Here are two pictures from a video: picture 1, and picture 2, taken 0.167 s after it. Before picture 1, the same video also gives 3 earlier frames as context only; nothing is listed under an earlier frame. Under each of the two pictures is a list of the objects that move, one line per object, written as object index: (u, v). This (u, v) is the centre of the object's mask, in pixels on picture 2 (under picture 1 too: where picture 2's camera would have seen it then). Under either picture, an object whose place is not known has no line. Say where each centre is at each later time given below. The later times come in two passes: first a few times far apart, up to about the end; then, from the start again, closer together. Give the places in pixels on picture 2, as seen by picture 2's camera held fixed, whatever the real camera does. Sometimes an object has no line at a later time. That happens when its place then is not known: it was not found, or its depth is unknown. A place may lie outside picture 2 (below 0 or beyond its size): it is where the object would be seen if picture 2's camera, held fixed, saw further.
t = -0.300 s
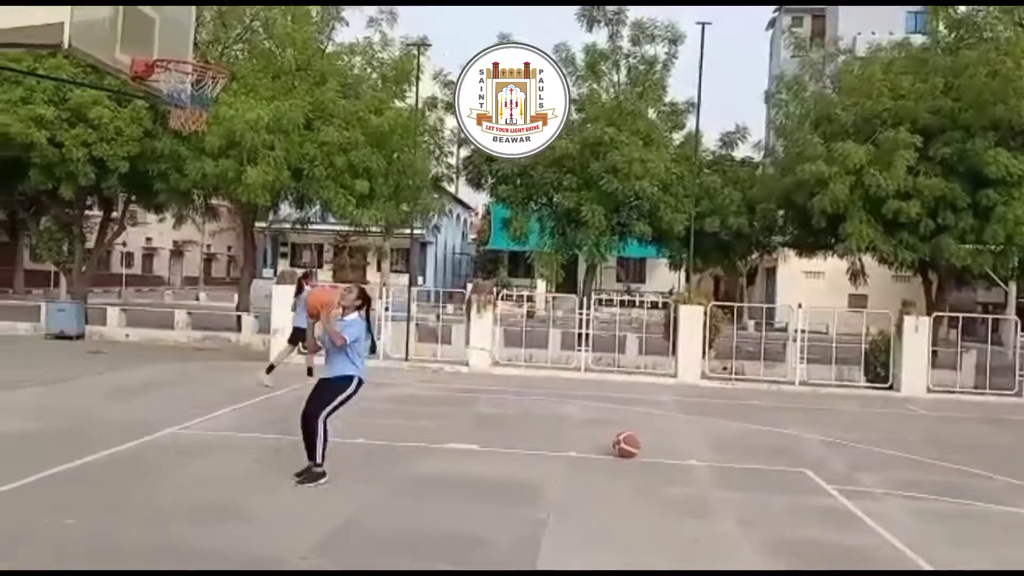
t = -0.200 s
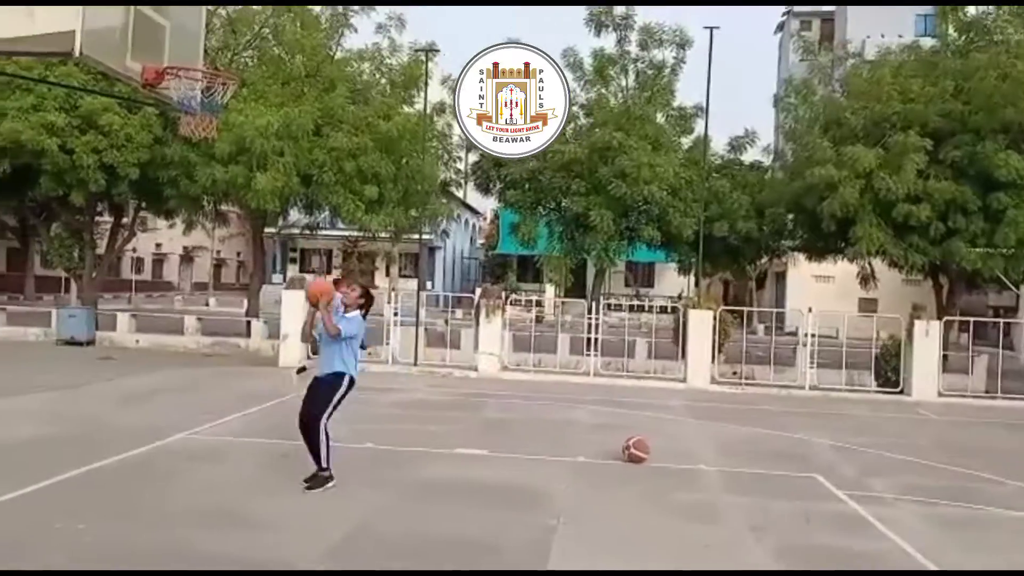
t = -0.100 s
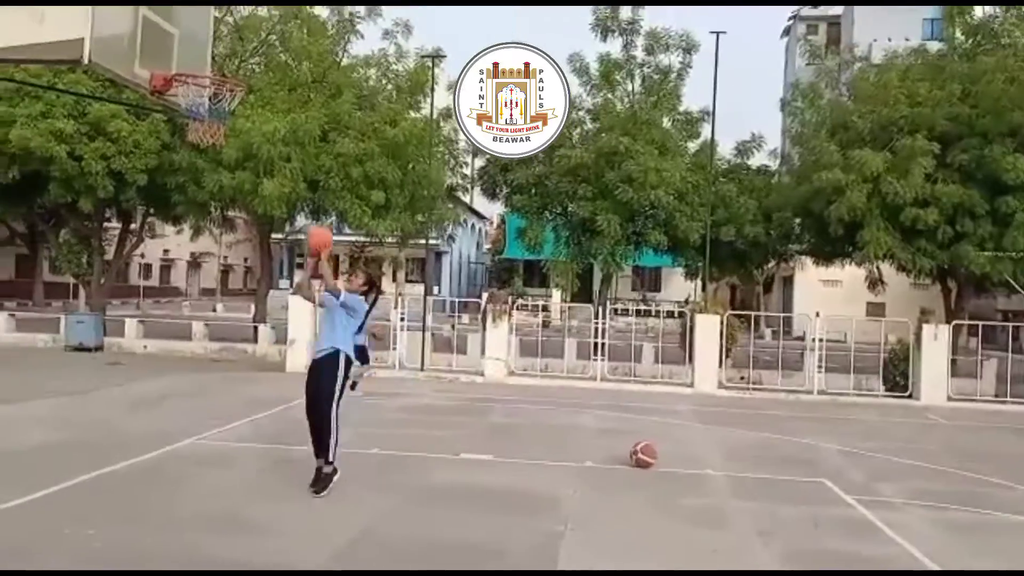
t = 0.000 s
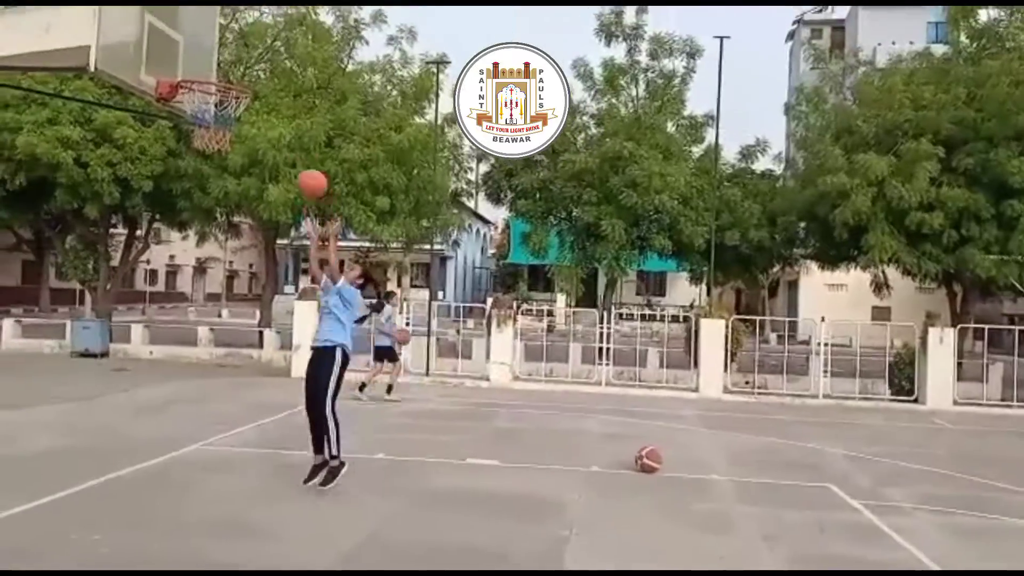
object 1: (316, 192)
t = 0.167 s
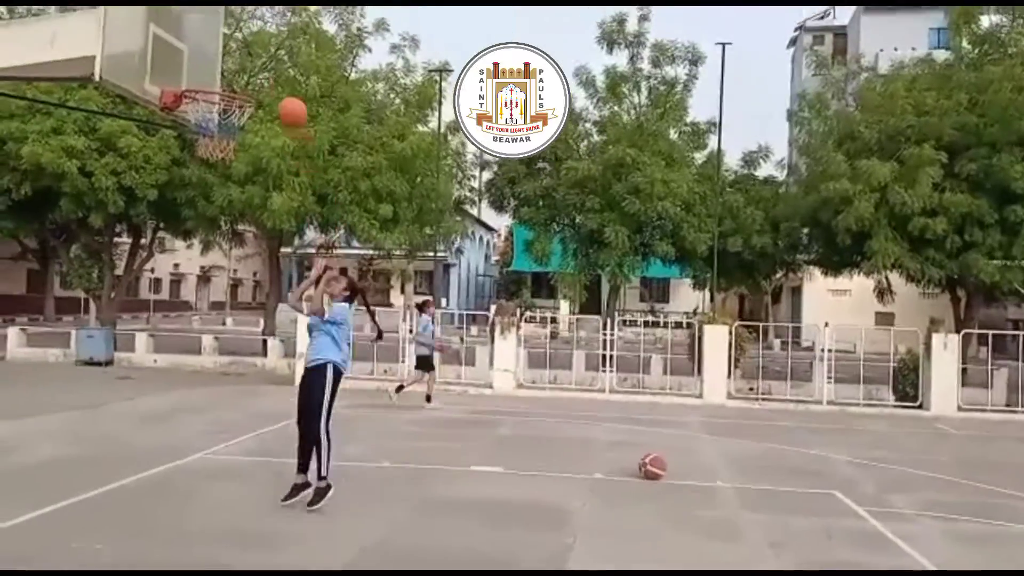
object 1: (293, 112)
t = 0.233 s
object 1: (283, 90)
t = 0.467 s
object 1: (244, 57)
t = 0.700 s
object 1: (205, 88)
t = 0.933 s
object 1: (232, 169)
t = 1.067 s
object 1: (244, 234)
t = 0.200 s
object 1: (288, 100)
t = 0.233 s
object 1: (283, 90)
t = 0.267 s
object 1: (278, 81)
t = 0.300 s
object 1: (272, 73)
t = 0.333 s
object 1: (267, 67)
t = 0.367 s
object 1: (261, 63)
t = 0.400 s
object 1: (256, 59)
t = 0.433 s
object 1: (250, 58)
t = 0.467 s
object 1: (244, 57)
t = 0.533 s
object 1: (237, 58)
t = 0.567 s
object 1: (231, 60)
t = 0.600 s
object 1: (225, 65)
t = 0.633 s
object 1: (218, 72)
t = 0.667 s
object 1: (212, 78)
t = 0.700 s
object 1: (205, 88)
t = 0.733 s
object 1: (205, 97)
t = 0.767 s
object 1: (210, 107)
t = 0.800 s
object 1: (216, 119)
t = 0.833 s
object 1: (221, 131)
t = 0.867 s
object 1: (226, 145)
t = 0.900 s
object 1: (229, 156)
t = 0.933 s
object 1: (232, 169)
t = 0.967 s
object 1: (235, 182)
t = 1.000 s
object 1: (238, 199)
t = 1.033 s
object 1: (241, 215)
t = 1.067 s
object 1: (244, 234)
